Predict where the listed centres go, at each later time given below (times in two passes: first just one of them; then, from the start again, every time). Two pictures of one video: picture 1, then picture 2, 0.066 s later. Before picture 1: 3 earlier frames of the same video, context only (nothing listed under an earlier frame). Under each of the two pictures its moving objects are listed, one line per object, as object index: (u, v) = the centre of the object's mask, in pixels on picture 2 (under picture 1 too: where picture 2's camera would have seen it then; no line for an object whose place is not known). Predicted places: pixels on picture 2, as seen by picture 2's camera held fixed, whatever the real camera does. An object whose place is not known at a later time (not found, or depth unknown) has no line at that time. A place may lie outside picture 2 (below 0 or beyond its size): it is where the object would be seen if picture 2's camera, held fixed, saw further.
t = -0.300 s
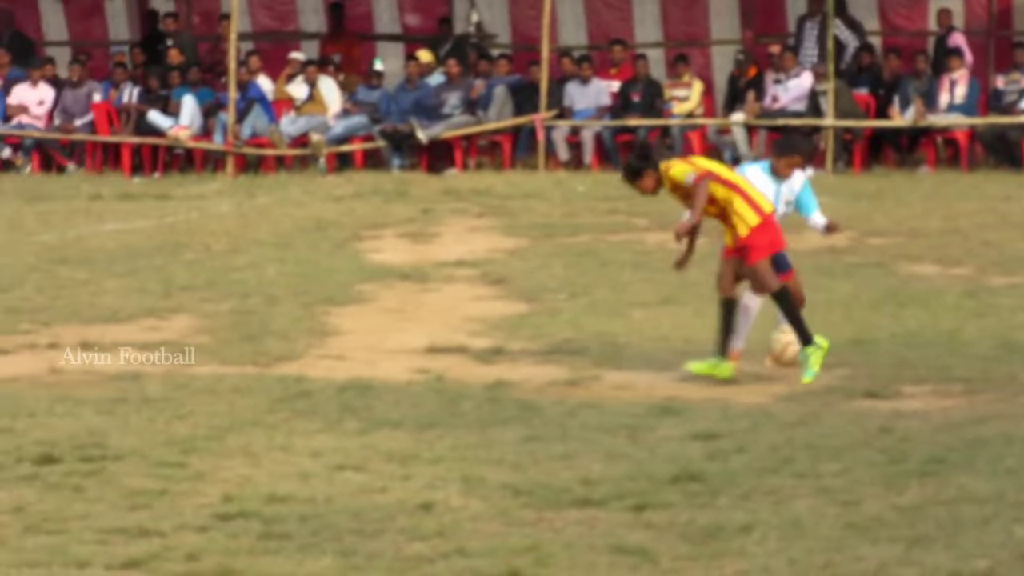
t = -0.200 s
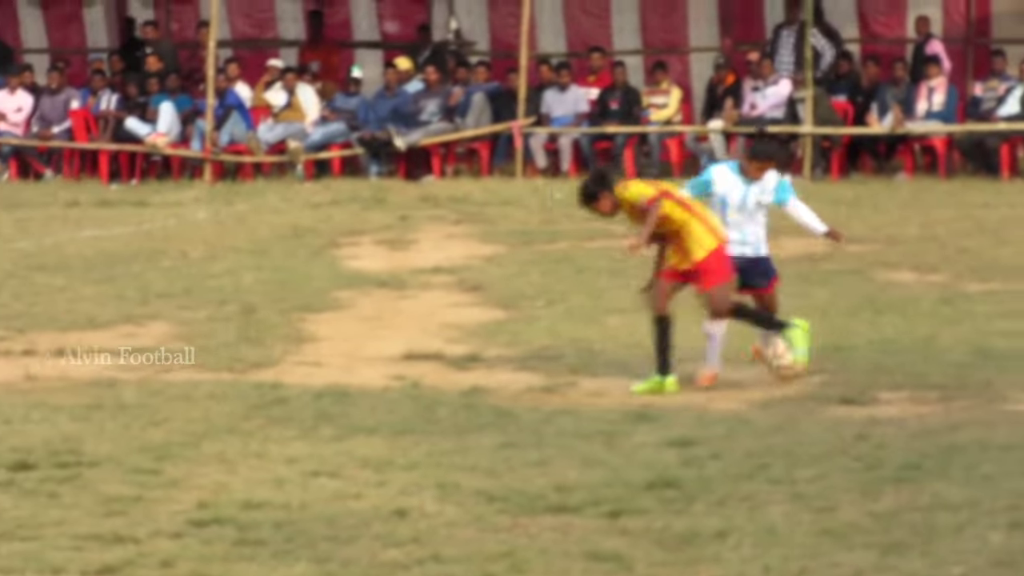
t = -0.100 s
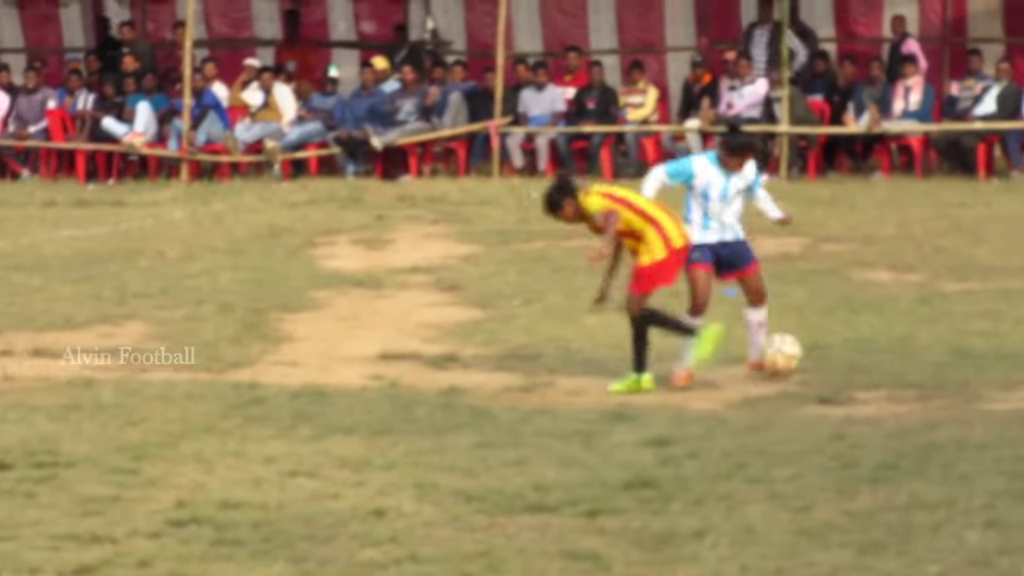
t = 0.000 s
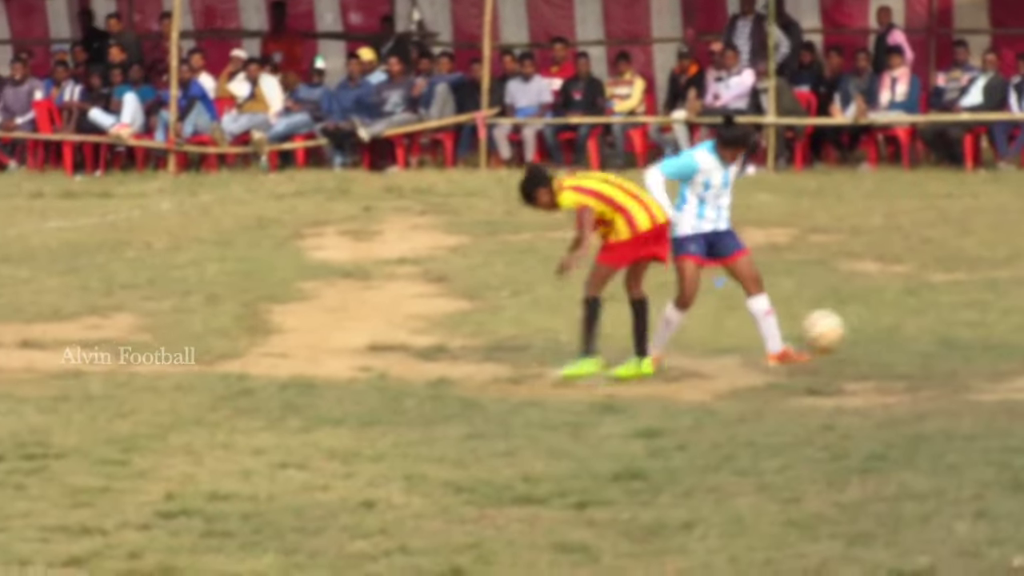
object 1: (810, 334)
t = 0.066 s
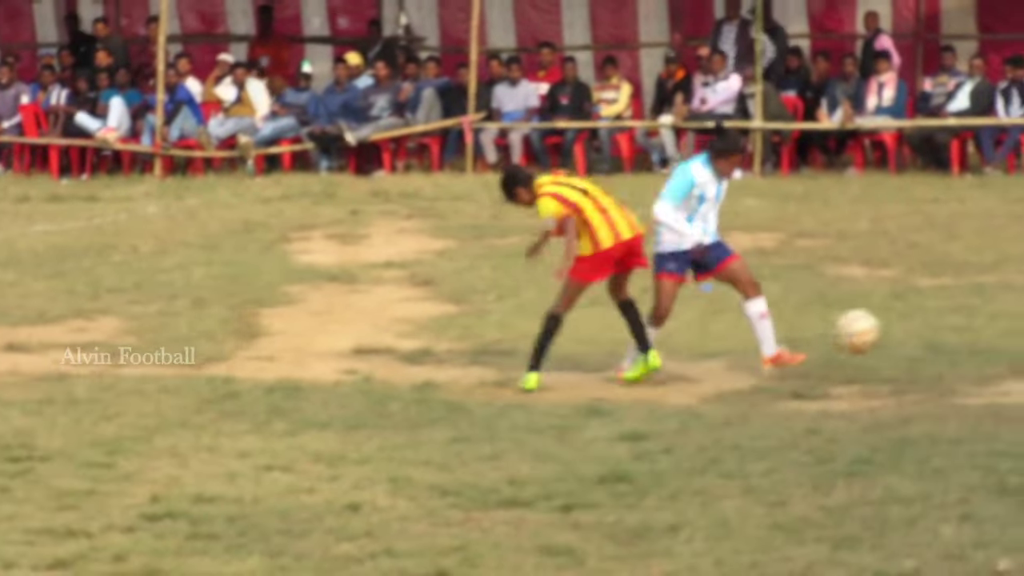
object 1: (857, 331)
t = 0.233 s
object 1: (980, 357)
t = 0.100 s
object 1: (883, 332)
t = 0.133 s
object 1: (906, 335)
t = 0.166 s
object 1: (930, 341)
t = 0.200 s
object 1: (955, 347)
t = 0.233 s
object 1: (980, 357)
